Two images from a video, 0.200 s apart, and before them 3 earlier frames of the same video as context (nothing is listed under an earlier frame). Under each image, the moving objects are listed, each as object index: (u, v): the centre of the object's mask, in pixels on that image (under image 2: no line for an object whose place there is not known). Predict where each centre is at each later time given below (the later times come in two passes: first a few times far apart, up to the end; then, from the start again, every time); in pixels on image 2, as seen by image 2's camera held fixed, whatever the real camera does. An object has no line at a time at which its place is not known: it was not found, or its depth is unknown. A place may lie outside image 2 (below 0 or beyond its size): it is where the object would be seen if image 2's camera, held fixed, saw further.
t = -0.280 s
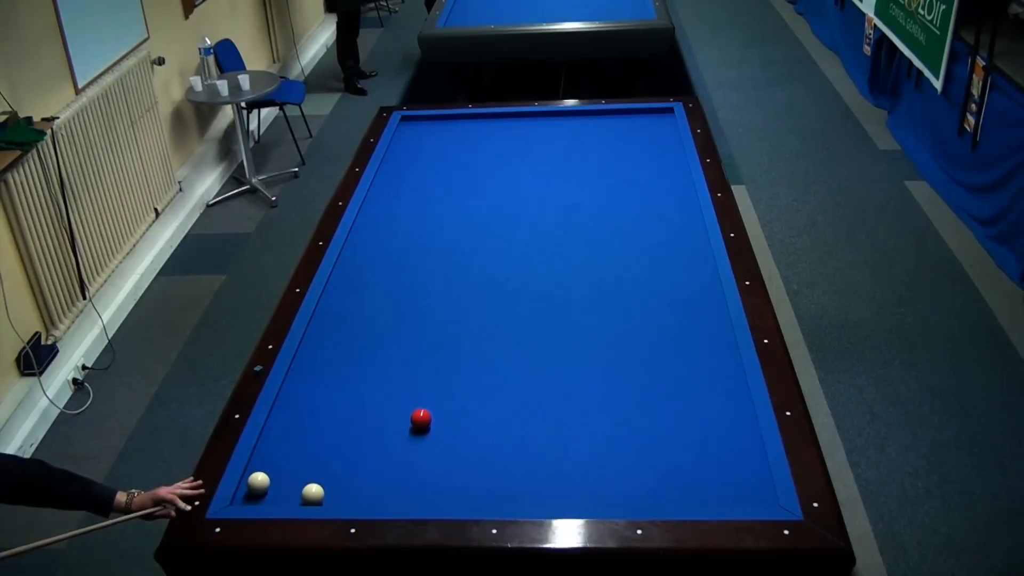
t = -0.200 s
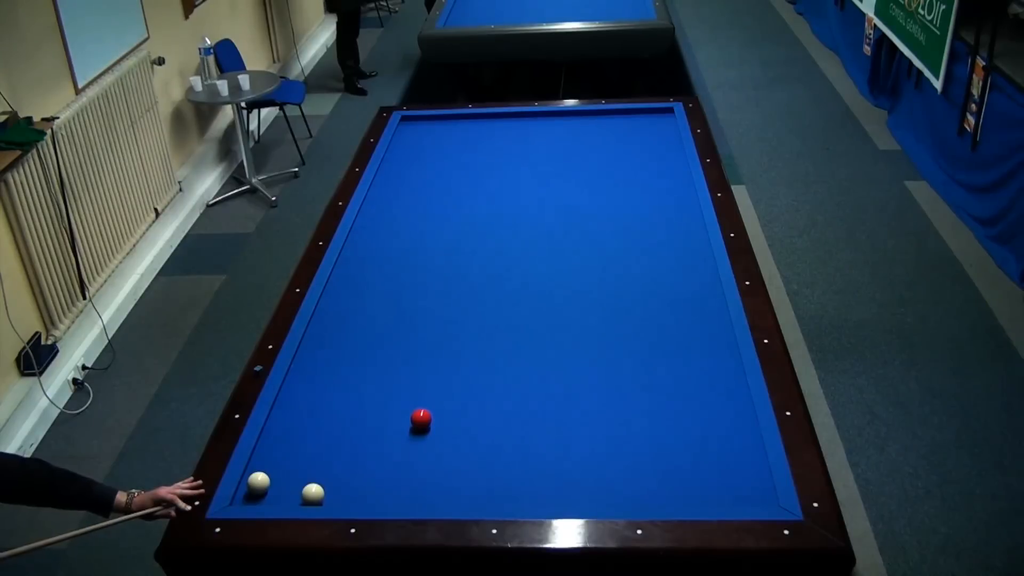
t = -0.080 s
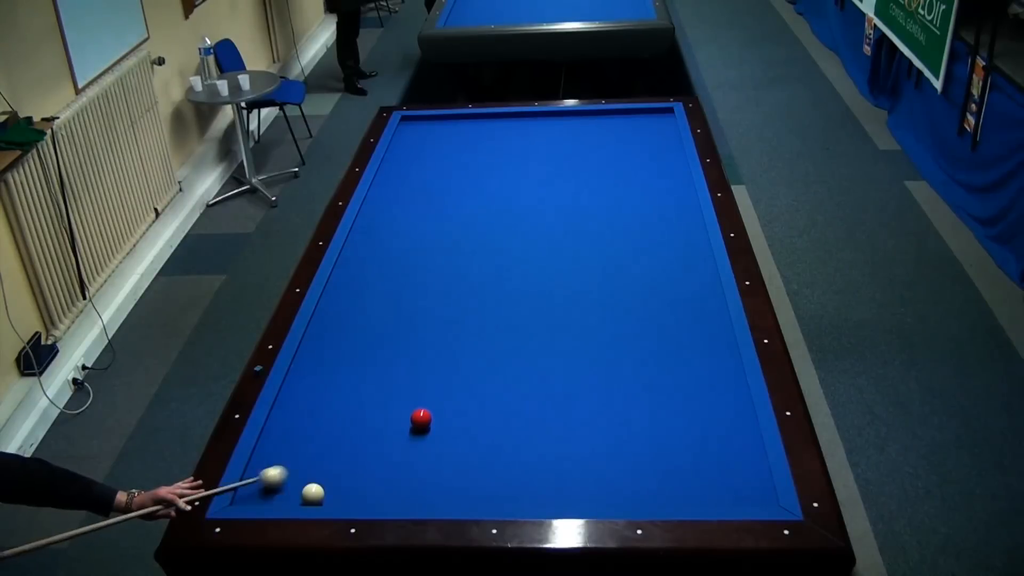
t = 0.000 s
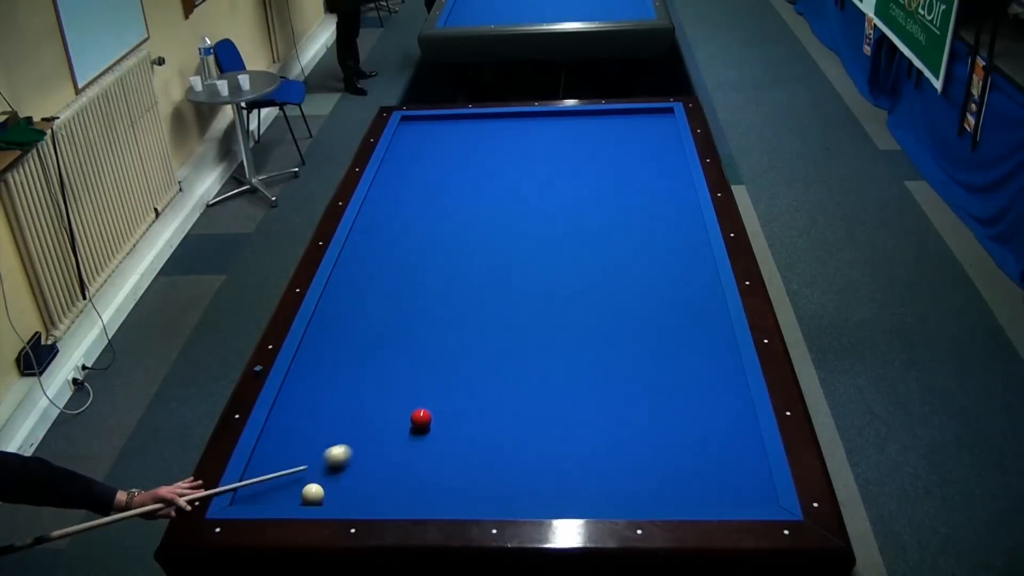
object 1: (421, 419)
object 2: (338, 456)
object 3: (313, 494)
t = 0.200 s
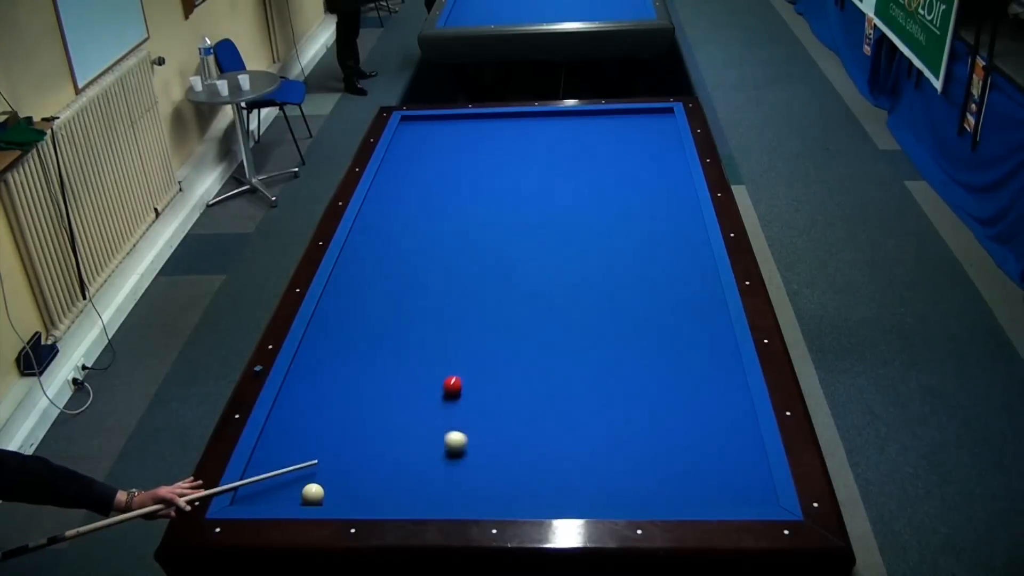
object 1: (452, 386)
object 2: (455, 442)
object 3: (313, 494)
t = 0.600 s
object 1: (530, 305)
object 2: (660, 455)
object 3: (313, 494)
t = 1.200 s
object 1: (609, 221)
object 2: (612, 469)
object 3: (313, 494)
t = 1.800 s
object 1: (668, 160)
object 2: (431, 483)
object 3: (313, 494)
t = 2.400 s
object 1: (647, 122)
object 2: (320, 483)
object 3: (266, 494)
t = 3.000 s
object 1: (617, 125)
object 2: (295, 468)
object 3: (272, 487)
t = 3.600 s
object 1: (589, 146)
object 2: (303, 443)
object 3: (272, 491)
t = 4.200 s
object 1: (561, 167)
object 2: (311, 423)
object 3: (272, 492)
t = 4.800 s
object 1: (531, 188)
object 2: (319, 408)
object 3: (272, 492)
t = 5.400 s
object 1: (501, 210)
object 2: (324, 398)
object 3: (272, 492)
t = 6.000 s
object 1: (471, 232)
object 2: (327, 391)
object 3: (271, 492)
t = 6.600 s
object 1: (441, 254)
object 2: (329, 387)
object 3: (271, 491)
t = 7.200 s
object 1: (411, 275)
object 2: (330, 386)
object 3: (272, 492)
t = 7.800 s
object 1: (383, 296)
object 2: (330, 385)
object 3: (272, 491)
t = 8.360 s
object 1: (358, 315)
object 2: (330, 385)
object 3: (272, 491)
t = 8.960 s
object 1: (333, 334)
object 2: (330, 385)
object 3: (271, 492)
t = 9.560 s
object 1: (311, 351)
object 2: (330, 386)
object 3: (271, 491)
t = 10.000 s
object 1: (302, 361)
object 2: (330, 386)
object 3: (272, 491)
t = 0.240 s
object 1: (462, 375)
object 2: (474, 445)
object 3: (313, 494)
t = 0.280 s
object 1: (472, 365)
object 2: (493, 447)
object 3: (313, 494)
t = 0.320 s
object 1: (481, 356)
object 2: (513, 449)
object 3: (313, 494)
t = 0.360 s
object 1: (489, 347)
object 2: (534, 449)
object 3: (313, 494)
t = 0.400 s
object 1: (497, 339)
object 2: (554, 451)
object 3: (313, 494)
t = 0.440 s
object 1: (503, 333)
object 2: (575, 451)
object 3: (313, 494)
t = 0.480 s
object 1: (510, 325)
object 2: (596, 452)
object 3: (313, 494)
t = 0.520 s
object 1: (517, 318)
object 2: (618, 454)
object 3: (313, 494)
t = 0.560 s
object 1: (524, 311)
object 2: (639, 454)
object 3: (313, 494)
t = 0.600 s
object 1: (530, 305)
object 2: (660, 455)
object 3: (313, 494)
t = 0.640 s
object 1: (536, 298)
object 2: (681, 456)
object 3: (313, 494)
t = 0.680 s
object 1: (542, 292)
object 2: (703, 457)
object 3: (313, 494)
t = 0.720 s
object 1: (548, 285)
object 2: (724, 458)
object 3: (313, 494)
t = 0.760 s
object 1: (554, 280)
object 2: (745, 459)
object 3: (313, 494)
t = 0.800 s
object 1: (559, 274)
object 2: (750, 460)
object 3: (313, 494)
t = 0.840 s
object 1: (565, 268)
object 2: (732, 460)
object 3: (313, 494)
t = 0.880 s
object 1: (570, 262)
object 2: (716, 462)
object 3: (313, 494)
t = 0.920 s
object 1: (575, 257)
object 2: (701, 463)
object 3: (313, 494)
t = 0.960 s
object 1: (580, 251)
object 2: (687, 464)
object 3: (313, 494)
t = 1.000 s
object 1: (586, 246)
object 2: (674, 465)
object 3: (313, 494)
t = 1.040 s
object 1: (590, 241)
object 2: (661, 466)
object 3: (313, 494)
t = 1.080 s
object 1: (595, 236)
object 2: (649, 467)
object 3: (313, 494)
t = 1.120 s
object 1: (600, 231)
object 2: (636, 467)
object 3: (313, 494)
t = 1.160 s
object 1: (605, 226)
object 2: (624, 468)
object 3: (313, 494)
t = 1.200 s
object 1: (609, 221)
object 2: (612, 469)
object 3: (313, 494)
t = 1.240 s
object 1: (614, 217)
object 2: (599, 470)
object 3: (313, 494)
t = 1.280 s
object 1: (618, 212)
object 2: (587, 471)
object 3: (313, 494)
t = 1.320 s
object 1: (623, 208)
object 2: (575, 472)
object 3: (313, 494)
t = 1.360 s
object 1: (627, 203)
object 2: (563, 473)
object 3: (313, 494)
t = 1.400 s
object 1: (631, 199)
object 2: (551, 474)
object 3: (313, 494)
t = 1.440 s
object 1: (635, 195)
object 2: (539, 475)
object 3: (313, 494)
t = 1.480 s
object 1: (639, 190)
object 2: (527, 476)
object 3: (313, 494)
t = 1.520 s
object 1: (643, 186)
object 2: (515, 477)
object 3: (313, 494)
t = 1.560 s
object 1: (647, 182)
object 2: (503, 478)
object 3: (313, 494)
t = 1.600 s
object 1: (651, 178)
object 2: (491, 479)
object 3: (313, 494)
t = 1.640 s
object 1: (654, 175)
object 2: (479, 480)
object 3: (313, 494)
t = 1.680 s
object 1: (658, 171)
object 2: (467, 481)
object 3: (313, 494)
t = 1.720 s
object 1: (661, 167)
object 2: (455, 481)
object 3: (313, 494)
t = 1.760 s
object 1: (665, 164)
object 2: (443, 482)
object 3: (313, 494)
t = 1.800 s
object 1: (668, 160)
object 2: (431, 483)
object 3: (313, 494)
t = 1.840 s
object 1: (672, 157)
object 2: (420, 484)
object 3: (313, 494)
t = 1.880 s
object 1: (675, 153)
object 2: (408, 485)
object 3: (313, 494)
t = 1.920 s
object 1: (678, 150)
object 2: (396, 486)
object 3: (313, 494)
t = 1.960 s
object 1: (675, 147)
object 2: (384, 486)
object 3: (313, 494)
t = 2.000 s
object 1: (671, 144)
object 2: (373, 487)
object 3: (313, 494)
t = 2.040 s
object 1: (669, 142)
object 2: (361, 488)
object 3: (313, 494)
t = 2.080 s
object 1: (666, 139)
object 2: (349, 489)
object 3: (313, 494)
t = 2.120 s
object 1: (663, 137)
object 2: (338, 490)
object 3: (313, 494)
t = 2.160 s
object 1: (661, 135)
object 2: (335, 489)
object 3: (305, 495)
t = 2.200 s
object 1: (659, 133)
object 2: (333, 488)
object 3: (295, 496)
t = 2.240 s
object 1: (656, 130)
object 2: (331, 487)
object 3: (287, 497)
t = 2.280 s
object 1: (654, 128)
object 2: (328, 486)
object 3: (282, 496)
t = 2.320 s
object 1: (651, 126)
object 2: (326, 485)
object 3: (277, 495)
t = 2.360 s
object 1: (649, 124)
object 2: (323, 484)
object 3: (271, 494)
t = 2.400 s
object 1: (647, 122)
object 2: (320, 483)
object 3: (266, 494)
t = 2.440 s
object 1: (644, 119)
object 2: (318, 483)
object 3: (261, 493)
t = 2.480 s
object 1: (642, 117)
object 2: (315, 482)
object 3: (256, 492)
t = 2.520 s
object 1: (640, 115)
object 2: (313, 482)
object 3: (251, 492)
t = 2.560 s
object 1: (638, 113)
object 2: (310, 481)
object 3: (246, 491)
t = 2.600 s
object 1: (635, 112)
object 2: (308, 480)
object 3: (250, 490)
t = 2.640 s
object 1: (634, 113)
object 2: (305, 479)
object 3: (253, 489)
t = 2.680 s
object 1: (632, 114)
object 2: (303, 478)
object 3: (256, 488)
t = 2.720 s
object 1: (630, 116)
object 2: (301, 478)
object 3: (260, 487)
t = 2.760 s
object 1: (628, 117)
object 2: (298, 477)
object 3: (263, 486)
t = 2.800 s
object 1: (627, 119)
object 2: (296, 476)
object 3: (267, 485)
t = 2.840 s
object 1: (625, 120)
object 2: (294, 476)
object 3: (270, 485)
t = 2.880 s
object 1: (623, 121)
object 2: (293, 474)
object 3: (272, 484)
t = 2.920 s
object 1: (621, 123)
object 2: (294, 472)
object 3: (271, 486)
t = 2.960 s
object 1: (619, 124)
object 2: (295, 470)
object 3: (272, 486)
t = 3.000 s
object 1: (617, 125)
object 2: (295, 468)
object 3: (272, 487)
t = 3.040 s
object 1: (616, 126)
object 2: (296, 466)
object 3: (272, 487)
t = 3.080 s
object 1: (614, 128)
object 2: (296, 465)
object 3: (272, 488)
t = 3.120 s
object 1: (612, 129)
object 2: (297, 463)
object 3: (272, 488)
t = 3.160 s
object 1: (610, 131)
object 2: (297, 461)
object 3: (272, 489)
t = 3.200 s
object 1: (608, 132)
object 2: (298, 459)
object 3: (272, 489)
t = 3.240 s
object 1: (606, 133)
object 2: (298, 458)
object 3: (272, 489)
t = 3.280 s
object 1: (604, 135)
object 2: (299, 456)
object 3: (272, 489)
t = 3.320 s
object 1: (603, 136)
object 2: (299, 454)
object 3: (272, 490)
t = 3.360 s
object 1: (601, 138)
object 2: (300, 452)
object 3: (272, 490)
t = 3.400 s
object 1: (599, 139)
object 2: (300, 451)
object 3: (272, 490)
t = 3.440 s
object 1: (597, 140)
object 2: (301, 449)
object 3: (272, 490)
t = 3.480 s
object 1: (595, 142)
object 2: (301, 447)
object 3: (272, 491)
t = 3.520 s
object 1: (593, 143)
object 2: (302, 446)
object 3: (272, 491)
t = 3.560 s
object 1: (591, 145)
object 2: (303, 445)
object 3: (272, 491)
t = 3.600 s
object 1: (589, 146)
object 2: (303, 443)
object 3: (272, 491)
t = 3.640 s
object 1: (587, 147)
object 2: (304, 442)
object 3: (272, 491)
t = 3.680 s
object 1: (585, 149)
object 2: (304, 440)
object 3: (272, 491)
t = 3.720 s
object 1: (584, 150)
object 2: (305, 438)
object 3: (272, 492)
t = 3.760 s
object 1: (582, 152)
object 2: (305, 437)
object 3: (272, 492)
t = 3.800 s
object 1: (580, 153)
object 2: (306, 436)
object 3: (272, 492)
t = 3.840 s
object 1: (578, 154)
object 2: (307, 435)
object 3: (272, 492)
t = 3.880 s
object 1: (576, 156)
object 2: (307, 433)
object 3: (272, 492)
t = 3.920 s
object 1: (574, 157)
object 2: (308, 432)
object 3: (272, 492)
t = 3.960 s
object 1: (572, 159)
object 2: (308, 431)
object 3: (272, 492)
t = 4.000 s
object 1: (570, 160)
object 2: (309, 429)
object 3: (272, 492)
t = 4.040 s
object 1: (568, 161)
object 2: (309, 428)
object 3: (271, 492)
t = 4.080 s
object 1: (566, 163)
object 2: (310, 427)
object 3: (271, 492)
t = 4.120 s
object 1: (564, 164)
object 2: (310, 426)
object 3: (271, 492)
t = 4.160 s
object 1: (563, 165)
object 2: (311, 425)
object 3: (272, 492)
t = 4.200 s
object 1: (561, 167)
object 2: (311, 423)
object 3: (272, 492)
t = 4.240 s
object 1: (558, 168)
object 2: (312, 422)
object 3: (272, 492)
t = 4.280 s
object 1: (557, 170)
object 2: (312, 421)
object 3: (272, 492)
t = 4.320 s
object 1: (555, 171)
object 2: (313, 420)
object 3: (272, 492)
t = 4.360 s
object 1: (553, 173)
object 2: (314, 419)
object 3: (272, 492)
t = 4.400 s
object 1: (551, 174)
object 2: (314, 418)
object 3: (272, 492)
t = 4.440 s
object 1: (549, 176)
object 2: (314, 417)
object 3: (272, 492)
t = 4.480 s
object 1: (547, 177)
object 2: (315, 416)
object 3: (272, 492)
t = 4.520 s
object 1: (545, 178)
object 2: (315, 415)
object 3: (271, 492)
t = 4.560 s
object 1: (543, 180)
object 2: (316, 414)
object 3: (272, 492)
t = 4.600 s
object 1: (541, 181)
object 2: (317, 413)
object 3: (272, 492)
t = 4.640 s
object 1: (539, 183)
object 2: (317, 412)
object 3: (272, 492)
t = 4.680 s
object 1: (537, 184)
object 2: (318, 411)
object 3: (272, 492)
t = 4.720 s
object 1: (535, 186)
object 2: (318, 410)
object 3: (272, 492)
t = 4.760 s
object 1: (533, 187)
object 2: (319, 409)
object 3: (272, 492)
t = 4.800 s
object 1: (531, 188)
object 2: (319, 408)
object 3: (272, 492)
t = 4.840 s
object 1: (529, 189)
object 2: (320, 408)
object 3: (272, 492)
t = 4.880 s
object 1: (527, 191)
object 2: (320, 407)
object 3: (272, 492)
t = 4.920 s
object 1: (525, 193)
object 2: (320, 406)
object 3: (272, 492)
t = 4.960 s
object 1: (523, 194)
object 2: (321, 405)
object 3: (272, 492)
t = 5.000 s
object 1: (521, 196)
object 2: (321, 404)
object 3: (272, 492)
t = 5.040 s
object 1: (519, 197)
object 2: (321, 404)
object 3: (272, 492)
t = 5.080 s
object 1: (517, 198)
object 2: (322, 403)
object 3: (272, 492)
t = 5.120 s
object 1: (515, 200)
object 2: (322, 402)
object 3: (272, 492)
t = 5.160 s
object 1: (513, 201)
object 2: (323, 401)
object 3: (272, 492)
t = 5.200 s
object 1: (511, 202)
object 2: (323, 401)
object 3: (272, 492)
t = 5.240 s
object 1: (509, 204)
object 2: (323, 400)
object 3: (272, 492)
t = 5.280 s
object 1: (507, 205)
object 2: (323, 400)
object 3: (272, 492)
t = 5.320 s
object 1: (505, 207)
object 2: (324, 399)
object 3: (272, 492)
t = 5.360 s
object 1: (503, 208)
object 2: (324, 398)
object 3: (272, 492)
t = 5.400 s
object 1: (501, 210)
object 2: (324, 398)
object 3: (272, 492)
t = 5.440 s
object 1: (499, 211)
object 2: (324, 397)
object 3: (272, 492)
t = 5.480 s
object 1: (497, 213)
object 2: (325, 397)
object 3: (272, 492)
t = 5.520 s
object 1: (495, 214)
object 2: (325, 396)
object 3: (272, 492)
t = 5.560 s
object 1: (493, 216)
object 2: (325, 395)
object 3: (272, 492)
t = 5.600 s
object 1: (491, 217)
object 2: (325, 395)
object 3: (272, 492)
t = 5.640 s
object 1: (489, 218)
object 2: (326, 394)
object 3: (271, 492)
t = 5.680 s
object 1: (487, 220)
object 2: (326, 394)
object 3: (271, 492)
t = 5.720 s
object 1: (485, 221)
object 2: (326, 393)
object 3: (271, 492)
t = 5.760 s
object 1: (483, 223)
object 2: (326, 393)
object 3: (271, 492)
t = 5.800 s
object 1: (481, 224)
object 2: (326, 393)
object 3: (271, 492)
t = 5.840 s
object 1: (479, 226)
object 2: (326, 392)
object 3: (271, 492)
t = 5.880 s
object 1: (477, 227)
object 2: (326, 392)
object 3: (271, 492)
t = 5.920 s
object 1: (475, 229)
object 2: (326, 392)
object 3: (271, 492)
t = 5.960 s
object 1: (473, 230)
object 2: (326, 391)
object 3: (271, 492)
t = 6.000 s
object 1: (471, 232)
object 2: (327, 391)
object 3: (271, 492)
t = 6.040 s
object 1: (469, 233)
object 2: (327, 390)
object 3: (271, 492)
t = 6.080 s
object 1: (467, 234)
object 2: (327, 390)
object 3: (271, 492)
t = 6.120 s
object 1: (465, 236)
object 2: (327, 390)
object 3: (271, 492)
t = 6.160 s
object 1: (463, 238)
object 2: (327, 389)
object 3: (271, 492)
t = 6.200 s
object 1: (461, 239)
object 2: (327, 389)
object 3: (271, 492)
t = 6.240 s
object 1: (459, 240)
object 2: (327, 389)
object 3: (271, 492)
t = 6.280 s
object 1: (457, 242)
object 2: (328, 388)
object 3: (271, 492)
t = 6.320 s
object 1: (455, 243)
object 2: (328, 388)
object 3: (271, 492)
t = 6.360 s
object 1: (453, 245)
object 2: (328, 388)
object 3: (271, 491)
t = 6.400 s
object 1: (451, 246)
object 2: (328, 388)
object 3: (271, 491)
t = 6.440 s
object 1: (449, 248)
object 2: (328, 388)
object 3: (271, 491)
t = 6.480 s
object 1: (447, 249)
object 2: (328, 387)
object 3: (271, 491)
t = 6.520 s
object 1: (445, 251)
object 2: (328, 387)
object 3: (271, 491)
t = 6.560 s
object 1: (443, 252)
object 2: (329, 387)
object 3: (271, 491)
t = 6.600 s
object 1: (441, 254)
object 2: (329, 387)
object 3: (271, 491)
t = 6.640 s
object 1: (439, 255)
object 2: (329, 387)
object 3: (271, 492)
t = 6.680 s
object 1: (437, 257)
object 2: (329, 386)
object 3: (271, 492)
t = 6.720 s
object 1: (435, 258)
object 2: (329, 386)
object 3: (272, 492)
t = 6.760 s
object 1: (433, 259)
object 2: (329, 386)
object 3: (271, 492)
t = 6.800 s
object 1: (431, 261)
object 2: (329, 386)
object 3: (271, 492)
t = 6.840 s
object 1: (429, 262)
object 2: (329, 386)
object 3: (271, 492)
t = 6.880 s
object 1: (427, 264)
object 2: (329, 386)
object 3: (271, 491)
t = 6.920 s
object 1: (425, 265)
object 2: (329, 386)
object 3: (271, 491)
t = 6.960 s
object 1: (423, 266)
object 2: (329, 386)
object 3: (271, 491)
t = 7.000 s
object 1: (421, 268)
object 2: (329, 386)
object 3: (271, 491)
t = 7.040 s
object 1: (419, 269)
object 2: (330, 386)
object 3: (271, 491)
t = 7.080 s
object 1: (417, 271)
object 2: (330, 386)
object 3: (271, 491)
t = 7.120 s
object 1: (415, 272)
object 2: (330, 386)
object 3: (271, 491)
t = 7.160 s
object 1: (413, 274)
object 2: (330, 386)
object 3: (271, 491)
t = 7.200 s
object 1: (411, 275)
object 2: (330, 386)
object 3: (272, 492)
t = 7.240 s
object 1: (409, 276)
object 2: (330, 386)
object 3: (271, 491)
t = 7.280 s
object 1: (407, 278)
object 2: (330, 386)
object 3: (271, 492)
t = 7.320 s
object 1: (405, 279)
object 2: (330, 386)
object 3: (271, 492)
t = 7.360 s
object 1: (404, 281)
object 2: (330, 386)
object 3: (271, 492)
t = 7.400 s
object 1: (401, 282)
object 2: (330, 386)
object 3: (272, 492)
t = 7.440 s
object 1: (400, 284)
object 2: (330, 386)
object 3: (272, 492)
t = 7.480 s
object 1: (398, 285)
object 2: (330, 386)
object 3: (272, 492)
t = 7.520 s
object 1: (396, 286)
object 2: (330, 386)
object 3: (272, 491)
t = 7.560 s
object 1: (394, 288)
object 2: (330, 386)
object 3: (271, 491)
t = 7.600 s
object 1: (392, 289)
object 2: (330, 386)
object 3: (272, 492)
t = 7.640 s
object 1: (390, 291)
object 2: (330, 385)
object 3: (271, 491)
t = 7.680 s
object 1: (388, 292)
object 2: (330, 385)
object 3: (272, 491)
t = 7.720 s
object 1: (386, 293)
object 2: (330, 385)
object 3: (272, 491)
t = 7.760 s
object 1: (384, 295)
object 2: (330, 385)
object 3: (272, 491)
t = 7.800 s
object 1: (383, 296)
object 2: (330, 385)
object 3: (272, 491)
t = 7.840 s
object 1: (381, 297)
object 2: (330, 385)
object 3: (272, 491)
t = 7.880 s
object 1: (379, 299)
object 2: (330, 385)
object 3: (271, 491)
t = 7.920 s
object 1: (377, 300)
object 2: (330, 385)
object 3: (271, 491)
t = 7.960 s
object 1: (375, 301)
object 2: (330, 385)
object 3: (271, 491)
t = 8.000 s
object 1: (373, 303)
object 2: (330, 385)
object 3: (271, 491)
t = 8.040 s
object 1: (372, 304)
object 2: (330, 385)
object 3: (271, 491)
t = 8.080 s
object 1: (370, 305)
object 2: (330, 385)
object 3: (271, 491)
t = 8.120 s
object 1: (368, 307)
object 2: (330, 385)
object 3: (272, 491)
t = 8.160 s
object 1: (366, 308)
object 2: (330, 385)
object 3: (272, 491)
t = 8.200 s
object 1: (365, 309)
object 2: (330, 385)
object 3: (272, 491)
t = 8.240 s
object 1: (363, 311)
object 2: (330, 385)
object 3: (272, 491)
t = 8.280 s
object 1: (361, 312)
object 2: (330, 385)
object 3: (271, 492)
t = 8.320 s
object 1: (360, 313)
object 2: (330, 385)
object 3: (272, 491)
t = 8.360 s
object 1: (358, 315)
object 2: (330, 385)
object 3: (272, 491)
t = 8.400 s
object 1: (356, 316)
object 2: (330, 385)
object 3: (272, 491)
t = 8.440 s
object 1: (354, 317)
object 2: (330, 385)
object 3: (272, 492)
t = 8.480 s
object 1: (353, 319)
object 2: (330, 385)
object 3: (271, 492)
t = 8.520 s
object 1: (351, 320)
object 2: (330, 385)
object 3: (271, 492)
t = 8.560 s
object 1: (349, 321)
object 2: (330, 385)
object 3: (272, 492)
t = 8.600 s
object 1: (347, 322)
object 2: (330, 385)
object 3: (272, 492)
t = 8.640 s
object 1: (346, 324)
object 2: (330, 385)
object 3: (272, 492)
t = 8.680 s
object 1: (344, 325)
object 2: (330, 385)
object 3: (271, 492)
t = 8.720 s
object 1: (343, 326)
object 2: (330, 385)
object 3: (272, 492)
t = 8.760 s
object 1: (341, 327)
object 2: (330, 385)
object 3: (271, 491)
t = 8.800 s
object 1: (339, 328)
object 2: (330, 385)
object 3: (271, 492)
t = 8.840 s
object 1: (338, 330)
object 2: (330, 385)
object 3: (272, 492)
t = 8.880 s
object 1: (336, 331)
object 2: (330, 385)
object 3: (271, 491)
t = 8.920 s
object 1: (335, 333)
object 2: (330, 385)
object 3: (271, 492)
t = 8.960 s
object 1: (333, 334)
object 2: (330, 385)
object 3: (271, 492)
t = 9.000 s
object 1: (332, 335)
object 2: (330, 385)
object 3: (271, 492)
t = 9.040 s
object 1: (330, 336)
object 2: (330, 385)
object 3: (272, 492)
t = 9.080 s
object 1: (329, 337)
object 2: (330, 385)
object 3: (272, 492)
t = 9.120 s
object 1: (327, 338)
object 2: (330, 385)
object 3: (272, 492)
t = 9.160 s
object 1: (326, 339)
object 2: (330, 385)
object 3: (272, 492)
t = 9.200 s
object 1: (324, 341)
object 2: (330, 385)
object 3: (272, 492)
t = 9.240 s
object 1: (323, 342)
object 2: (330, 385)
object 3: (272, 492)
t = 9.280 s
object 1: (321, 343)
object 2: (330, 385)
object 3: (271, 492)
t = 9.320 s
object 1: (320, 344)
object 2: (330, 385)
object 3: (272, 492)
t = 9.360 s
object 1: (318, 345)
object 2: (330, 385)
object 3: (271, 492)
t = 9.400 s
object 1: (317, 347)
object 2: (330, 385)
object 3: (271, 492)
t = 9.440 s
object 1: (316, 348)
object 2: (330, 386)
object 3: (272, 491)
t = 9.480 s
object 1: (314, 349)
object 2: (330, 386)
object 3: (271, 491)
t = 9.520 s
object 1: (313, 350)
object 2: (330, 386)
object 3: (271, 491)
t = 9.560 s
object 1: (311, 351)
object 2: (330, 386)
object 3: (271, 491)
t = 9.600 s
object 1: (310, 352)
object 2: (330, 386)
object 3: (271, 491)
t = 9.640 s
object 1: (309, 353)
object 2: (330, 386)
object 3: (271, 491)
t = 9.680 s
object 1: (308, 354)
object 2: (330, 386)
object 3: (271, 491)
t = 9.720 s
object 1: (306, 355)
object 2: (330, 386)
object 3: (271, 491)
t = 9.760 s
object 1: (305, 356)
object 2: (330, 386)
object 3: (271, 491)
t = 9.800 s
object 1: (304, 357)
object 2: (330, 386)
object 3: (272, 491)
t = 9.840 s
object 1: (303, 358)
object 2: (330, 386)
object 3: (272, 491)
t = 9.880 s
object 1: (302, 359)
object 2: (330, 386)
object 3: (271, 491)
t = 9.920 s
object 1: (302, 360)
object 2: (330, 386)
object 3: (271, 491)
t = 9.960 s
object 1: (302, 361)
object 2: (330, 386)
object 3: (272, 491)
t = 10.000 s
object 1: (302, 361)
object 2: (330, 386)
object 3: (272, 491)
